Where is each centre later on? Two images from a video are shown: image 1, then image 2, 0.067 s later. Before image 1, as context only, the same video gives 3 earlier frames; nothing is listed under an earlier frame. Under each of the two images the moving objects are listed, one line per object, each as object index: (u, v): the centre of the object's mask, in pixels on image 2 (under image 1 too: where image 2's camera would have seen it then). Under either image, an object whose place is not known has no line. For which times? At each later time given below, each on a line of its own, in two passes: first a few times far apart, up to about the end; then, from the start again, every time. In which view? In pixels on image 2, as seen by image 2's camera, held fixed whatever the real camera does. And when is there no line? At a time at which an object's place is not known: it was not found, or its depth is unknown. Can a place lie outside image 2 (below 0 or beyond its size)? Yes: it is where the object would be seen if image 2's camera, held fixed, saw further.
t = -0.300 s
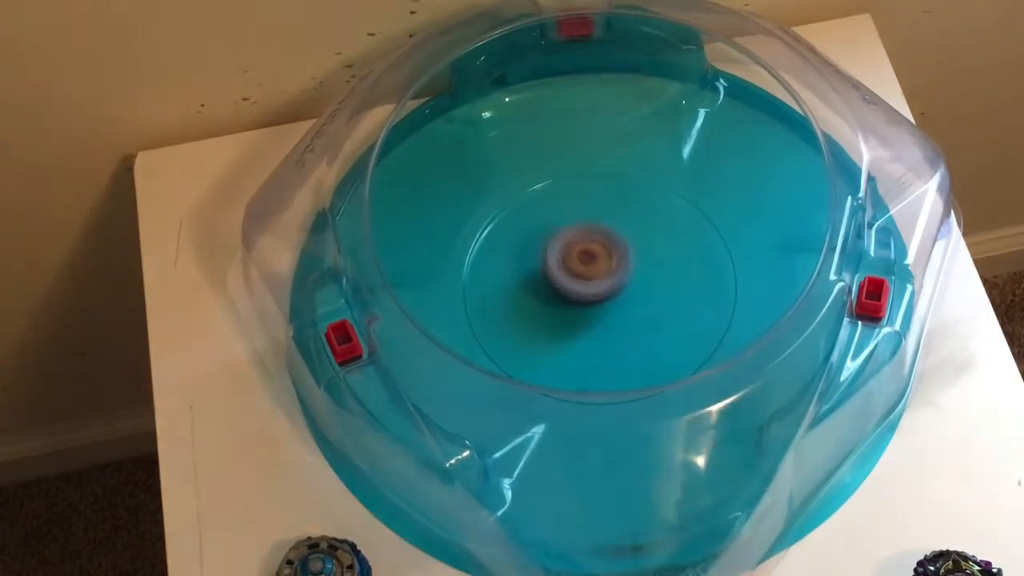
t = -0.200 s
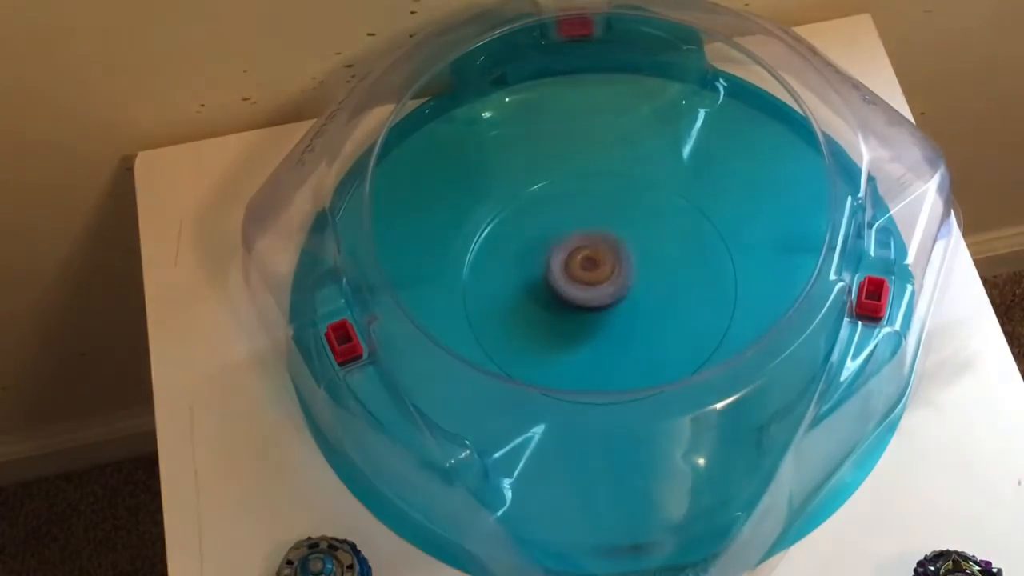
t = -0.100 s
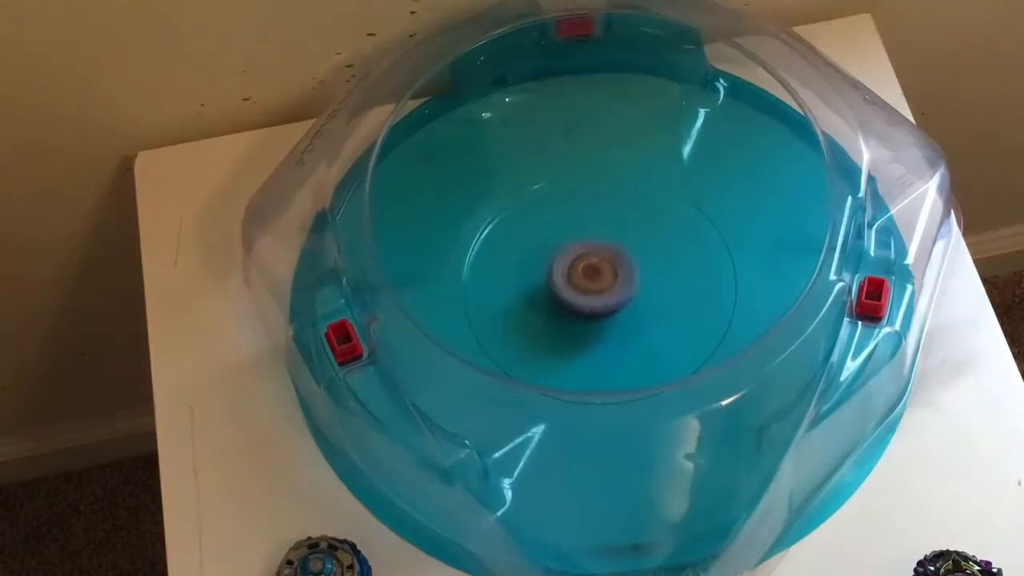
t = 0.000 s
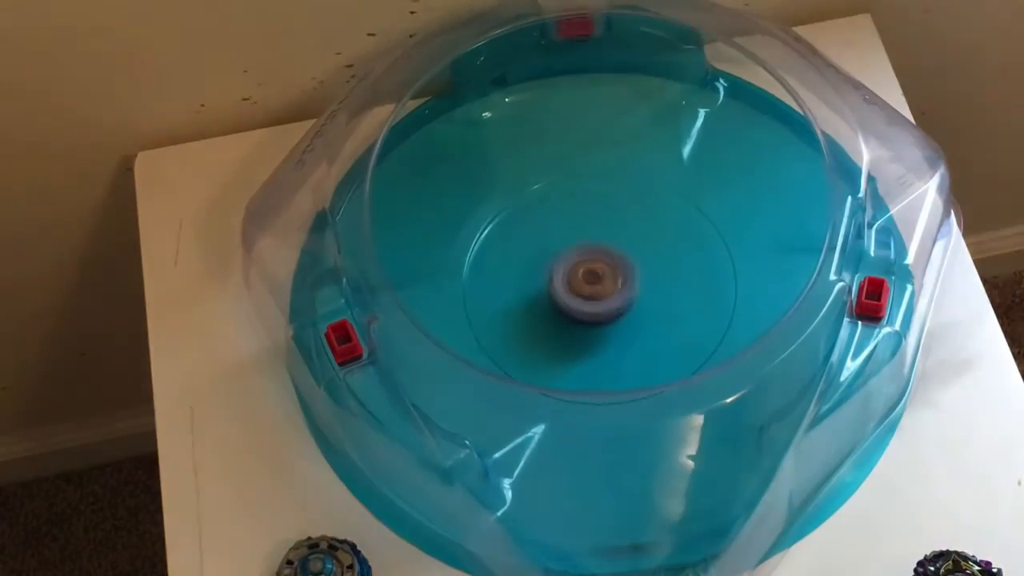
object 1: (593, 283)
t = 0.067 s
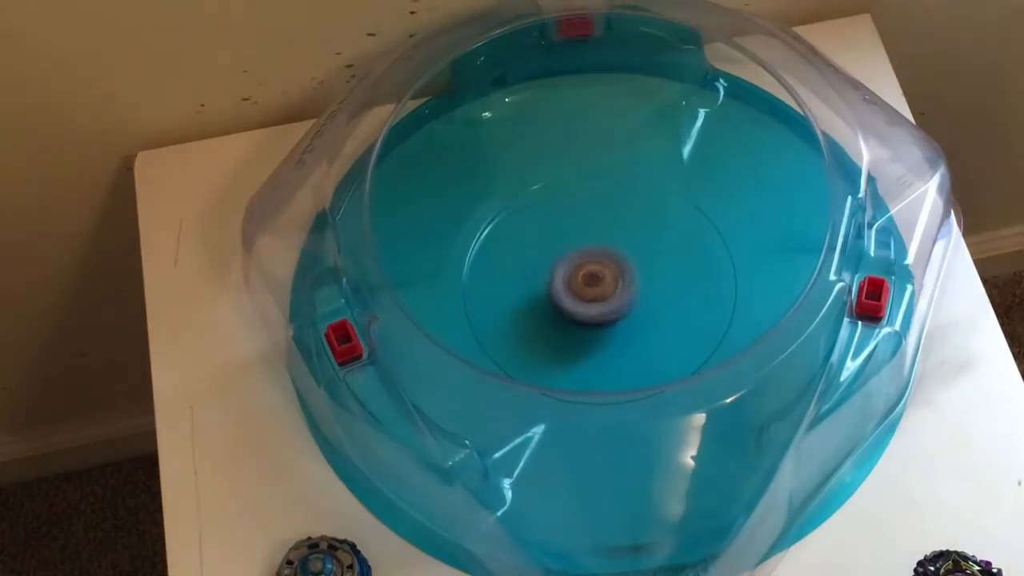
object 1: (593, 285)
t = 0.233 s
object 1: (596, 287)
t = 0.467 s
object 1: (607, 280)
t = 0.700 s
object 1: (618, 271)
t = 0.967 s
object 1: (618, 266)
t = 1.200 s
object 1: (605, 264)
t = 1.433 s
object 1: (594, 263)
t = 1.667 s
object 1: (588, 268)
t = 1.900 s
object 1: (591, 278)
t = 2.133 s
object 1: (593, 285)
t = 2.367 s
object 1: (600, 279)
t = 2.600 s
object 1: (615, 272)
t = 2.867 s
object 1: (617, 271)
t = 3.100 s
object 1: (604, 266)
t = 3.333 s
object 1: (598, 260)
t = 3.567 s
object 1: (595, 262)
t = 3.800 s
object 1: (595, 267)
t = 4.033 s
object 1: (600, 271)
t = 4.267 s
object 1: (606, 271)
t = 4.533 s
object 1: (606, 269)
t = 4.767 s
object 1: (601, 266)
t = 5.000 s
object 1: (598, 267)
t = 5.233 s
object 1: (602, 271)
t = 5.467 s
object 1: (604, 272)
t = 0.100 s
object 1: (593, 286)
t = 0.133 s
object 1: (594, 287)
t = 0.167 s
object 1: (595, 288)
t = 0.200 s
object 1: (596, 288)
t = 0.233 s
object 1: (596, 287)
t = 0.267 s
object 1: (597, 287)
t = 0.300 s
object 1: (597, 287)
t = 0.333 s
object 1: (599, 286)
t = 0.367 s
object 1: (601, 286)
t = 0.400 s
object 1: (603, 284)
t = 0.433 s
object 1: (605, 282)
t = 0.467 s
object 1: (607, 280)
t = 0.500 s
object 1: (608, 279)
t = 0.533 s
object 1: (609, 277)
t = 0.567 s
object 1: (612, 275)
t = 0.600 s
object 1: (614, 274)
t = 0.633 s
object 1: (616, 272)
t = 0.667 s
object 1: (617, 271)
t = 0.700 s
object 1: (618, 271)
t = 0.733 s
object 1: (619, 270)
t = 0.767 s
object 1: (620, 269)
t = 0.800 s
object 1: (620, 269)
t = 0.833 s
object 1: (620, 268)
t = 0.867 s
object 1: (620, 268)
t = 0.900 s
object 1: (620, 267)
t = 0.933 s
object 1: (619, 267)
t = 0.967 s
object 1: (618, 266)
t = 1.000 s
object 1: (617, 265)
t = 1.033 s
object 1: (614, 264)
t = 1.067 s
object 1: (612, 265)
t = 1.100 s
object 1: (610, 264)
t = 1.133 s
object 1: (609, 264)
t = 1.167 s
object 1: (607, 263)
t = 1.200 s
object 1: (605, 264)
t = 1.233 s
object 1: (604, 262)
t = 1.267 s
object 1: (602, 264)
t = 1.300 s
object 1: (600, 262)
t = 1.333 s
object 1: (598, 264)
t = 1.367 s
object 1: (597, 263)
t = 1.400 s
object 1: (596, 264)
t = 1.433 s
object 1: (594, 263)
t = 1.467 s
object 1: (593, 265)
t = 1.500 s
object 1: (592, 265)
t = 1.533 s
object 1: (591, 266)
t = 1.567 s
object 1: (589, 266)
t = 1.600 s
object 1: (590, 267)
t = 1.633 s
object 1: (589, 267)
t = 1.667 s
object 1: (588, 268)
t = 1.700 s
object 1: (587, 268)
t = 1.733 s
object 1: (588, 269)
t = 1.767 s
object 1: (587, 271)
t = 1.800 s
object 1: (588, 273)
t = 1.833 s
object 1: (589, 274)
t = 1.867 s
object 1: (590, 276)
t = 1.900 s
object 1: (591, 278)
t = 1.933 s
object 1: (592, 280)
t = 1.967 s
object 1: (592, 282)
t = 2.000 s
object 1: (593, 283)
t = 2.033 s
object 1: (593, 283)
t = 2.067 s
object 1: (593, 284)
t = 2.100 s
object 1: (594, 284)
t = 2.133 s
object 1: (593, 285)
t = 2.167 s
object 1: (594, 284)
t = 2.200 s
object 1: (594, 284)
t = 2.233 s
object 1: (595, 283)
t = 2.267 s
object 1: (596, 283)
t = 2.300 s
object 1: (598, 282)
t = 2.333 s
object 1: (598, 281)
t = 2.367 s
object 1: (600, 279)
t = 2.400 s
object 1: (602, 278)
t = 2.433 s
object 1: (605, 277)
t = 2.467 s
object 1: (607, 275)
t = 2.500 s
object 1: (610, 275)
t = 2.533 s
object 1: (611, 273)
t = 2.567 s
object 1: (614, 273)
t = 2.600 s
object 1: (615, 272)
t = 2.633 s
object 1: (617, 272)
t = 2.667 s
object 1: (618, 272)
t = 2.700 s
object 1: (619, 272)
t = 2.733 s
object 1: (619, 272)
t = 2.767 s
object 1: (619, 272)
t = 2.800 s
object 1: (620, 272)
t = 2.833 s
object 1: (618, 271)
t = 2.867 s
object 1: (617, 271)
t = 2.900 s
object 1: (615, 271)
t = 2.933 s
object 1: (614, 271)
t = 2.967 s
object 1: (612, 270)
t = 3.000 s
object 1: (611, 269)
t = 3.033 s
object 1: (607, 268)
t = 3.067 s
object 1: (605, 267)
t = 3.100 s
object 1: (604, 266)
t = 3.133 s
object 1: (602, 264)
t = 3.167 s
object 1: (600, 262)
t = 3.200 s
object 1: (599, 261)
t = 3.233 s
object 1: (599, 261)
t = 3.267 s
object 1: (598, 259)
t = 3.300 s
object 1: (598, 261)
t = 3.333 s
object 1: (598, 260)
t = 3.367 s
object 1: (597, 260)
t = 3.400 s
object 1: (597, 259)
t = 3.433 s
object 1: (597, 260)
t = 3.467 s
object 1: (596, 260)
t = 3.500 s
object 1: (596, 260)
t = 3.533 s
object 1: (596, 262)
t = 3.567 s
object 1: (595, 262)
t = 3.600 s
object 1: (596, 264)
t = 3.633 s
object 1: (594, 263)
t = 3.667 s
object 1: (594, 265)
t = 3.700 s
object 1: (594, 265)
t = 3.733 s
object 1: (594, 265)
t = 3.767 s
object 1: (594, 268)
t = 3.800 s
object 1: (595, 267)
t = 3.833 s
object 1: (597, 270)
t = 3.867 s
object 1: (597, 270)
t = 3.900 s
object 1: (596, 271)
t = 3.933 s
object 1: (597, 270)
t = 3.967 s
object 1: (598, 272)
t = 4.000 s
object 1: (599, 273)
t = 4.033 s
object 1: (600, 271)
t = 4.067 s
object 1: (602, 273)
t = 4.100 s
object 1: (603, 271)
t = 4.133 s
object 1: (603, 272)
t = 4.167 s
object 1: (603, 272)
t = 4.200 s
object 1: (604, 272)
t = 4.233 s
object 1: (606, 272)
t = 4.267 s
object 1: (606, 271)
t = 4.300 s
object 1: (607, 273)
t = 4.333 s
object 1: (607, 270)
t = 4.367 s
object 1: (606, 270)
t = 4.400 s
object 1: (607, 270)
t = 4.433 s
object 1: (607, 269)
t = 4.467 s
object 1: (608, 270)
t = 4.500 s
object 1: (608, 268)
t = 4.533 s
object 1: (606, 269)
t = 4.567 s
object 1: (606, 267)
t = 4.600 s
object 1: (606, 266)
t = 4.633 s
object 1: (606, 267)
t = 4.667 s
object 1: (606, 265)
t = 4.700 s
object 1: (604, 267)
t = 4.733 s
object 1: (604, 266)
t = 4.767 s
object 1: (601, 266)
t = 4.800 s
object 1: (601, 267)
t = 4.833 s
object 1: (600, 266)
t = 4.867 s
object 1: (602, 268)
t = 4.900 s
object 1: (601, 268)
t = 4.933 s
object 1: (598, 268)
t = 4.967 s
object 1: (598, 268)
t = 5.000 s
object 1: (598, 267)
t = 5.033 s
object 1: (599, 270)
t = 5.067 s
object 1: (600, 269)
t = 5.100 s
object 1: (598, 271)
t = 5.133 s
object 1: (599, 271)
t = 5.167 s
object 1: (599, 270)
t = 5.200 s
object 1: (601, 272)
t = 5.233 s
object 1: (602, 271)
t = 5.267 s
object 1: (601, 273)
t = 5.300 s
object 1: (601, 273)
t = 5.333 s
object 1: (601, 272)
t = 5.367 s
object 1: (603, 273)
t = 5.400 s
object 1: (605, 272)
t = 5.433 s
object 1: (603, 273)
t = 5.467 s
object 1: (604, 272)
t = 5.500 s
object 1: (604, 272)
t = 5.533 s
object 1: (605, 272)
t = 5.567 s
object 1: (606, 270)
